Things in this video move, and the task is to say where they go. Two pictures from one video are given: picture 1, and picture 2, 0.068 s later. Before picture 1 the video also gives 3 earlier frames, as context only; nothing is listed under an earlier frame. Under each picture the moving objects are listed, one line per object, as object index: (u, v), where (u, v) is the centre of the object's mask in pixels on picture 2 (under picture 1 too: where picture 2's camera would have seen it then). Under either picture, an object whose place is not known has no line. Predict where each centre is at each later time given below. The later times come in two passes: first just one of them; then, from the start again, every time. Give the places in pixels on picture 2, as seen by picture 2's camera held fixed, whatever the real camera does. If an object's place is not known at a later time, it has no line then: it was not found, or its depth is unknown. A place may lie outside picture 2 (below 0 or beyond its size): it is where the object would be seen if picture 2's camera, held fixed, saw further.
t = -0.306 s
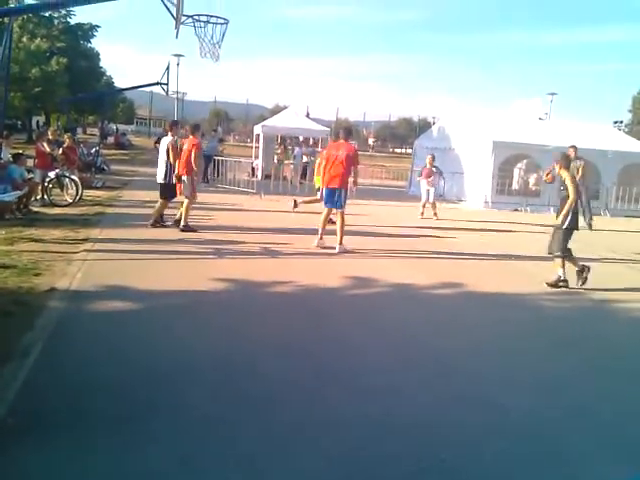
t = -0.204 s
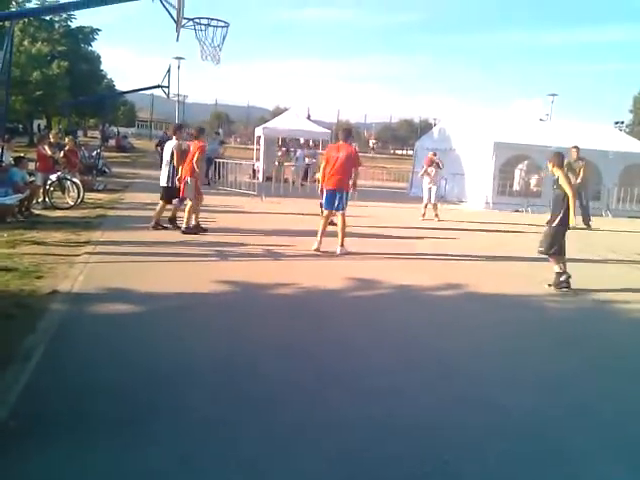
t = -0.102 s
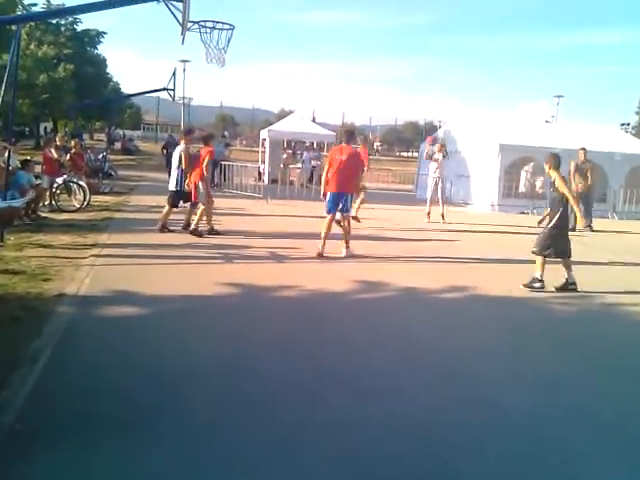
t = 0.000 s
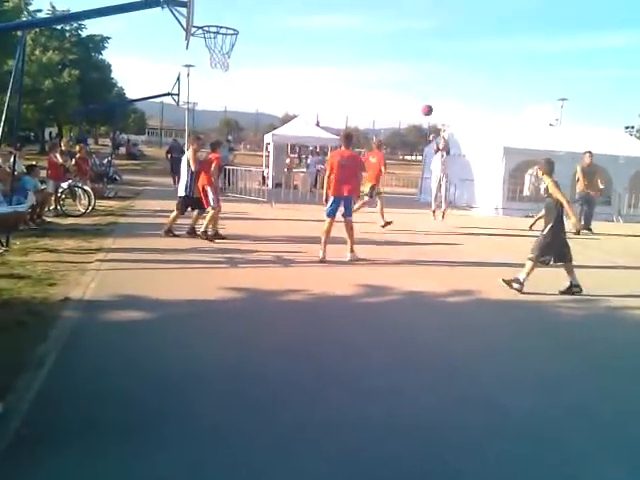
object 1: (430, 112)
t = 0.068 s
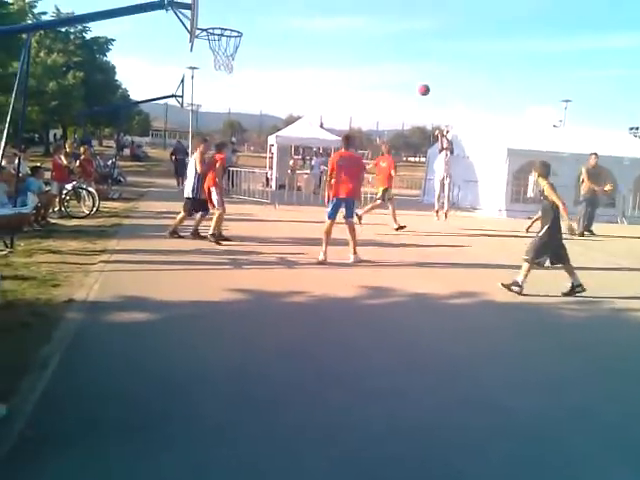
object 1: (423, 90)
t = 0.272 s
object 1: (399, 31)
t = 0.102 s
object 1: (420, 79)
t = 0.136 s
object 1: (416, 68)
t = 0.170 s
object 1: (412, 59)
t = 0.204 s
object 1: (407, 49)
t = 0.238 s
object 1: (403, 40)
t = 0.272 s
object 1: (399, 31)
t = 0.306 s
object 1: (394, 23)
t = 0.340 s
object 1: (390, 14)
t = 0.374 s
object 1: (385, 6)
